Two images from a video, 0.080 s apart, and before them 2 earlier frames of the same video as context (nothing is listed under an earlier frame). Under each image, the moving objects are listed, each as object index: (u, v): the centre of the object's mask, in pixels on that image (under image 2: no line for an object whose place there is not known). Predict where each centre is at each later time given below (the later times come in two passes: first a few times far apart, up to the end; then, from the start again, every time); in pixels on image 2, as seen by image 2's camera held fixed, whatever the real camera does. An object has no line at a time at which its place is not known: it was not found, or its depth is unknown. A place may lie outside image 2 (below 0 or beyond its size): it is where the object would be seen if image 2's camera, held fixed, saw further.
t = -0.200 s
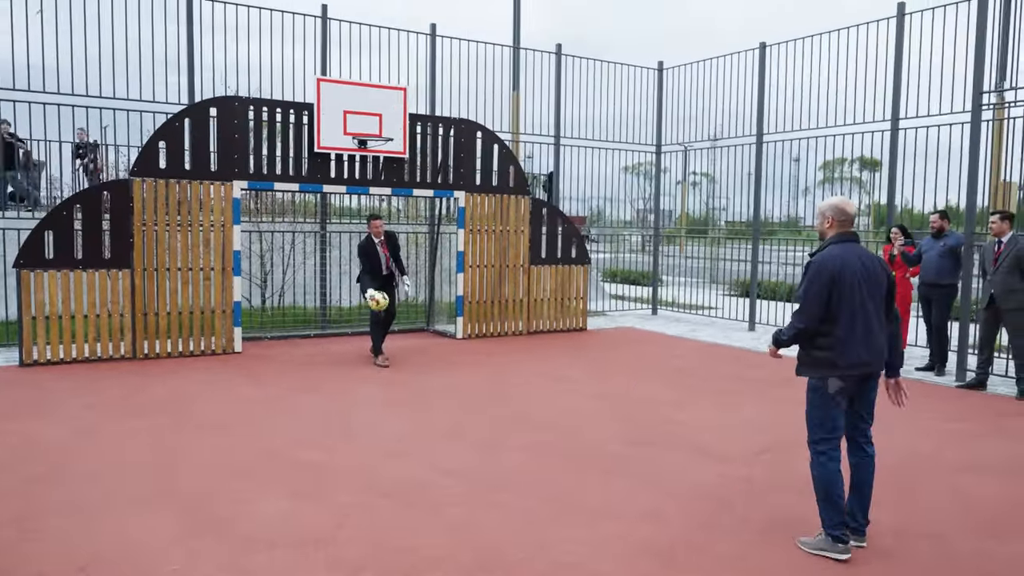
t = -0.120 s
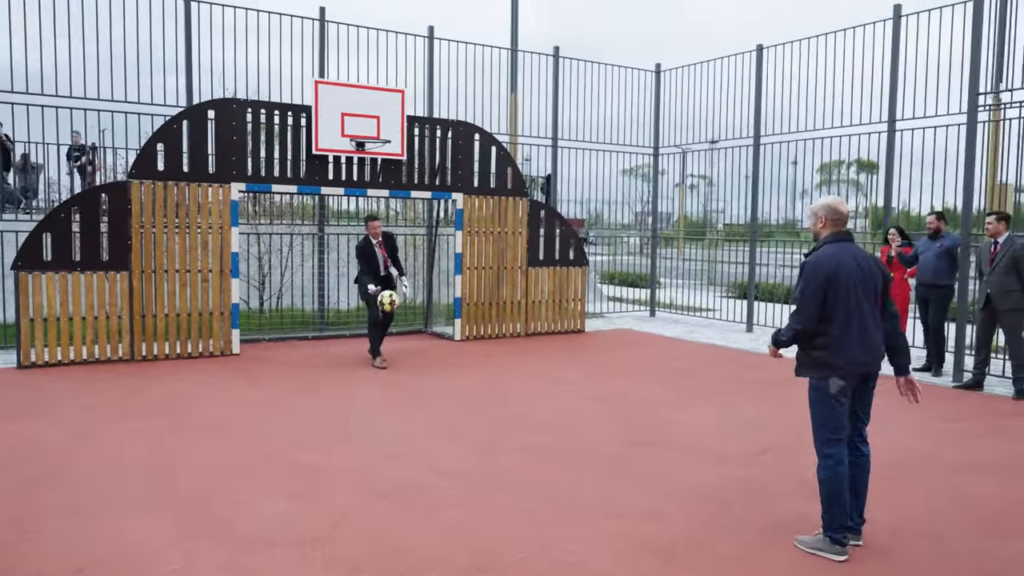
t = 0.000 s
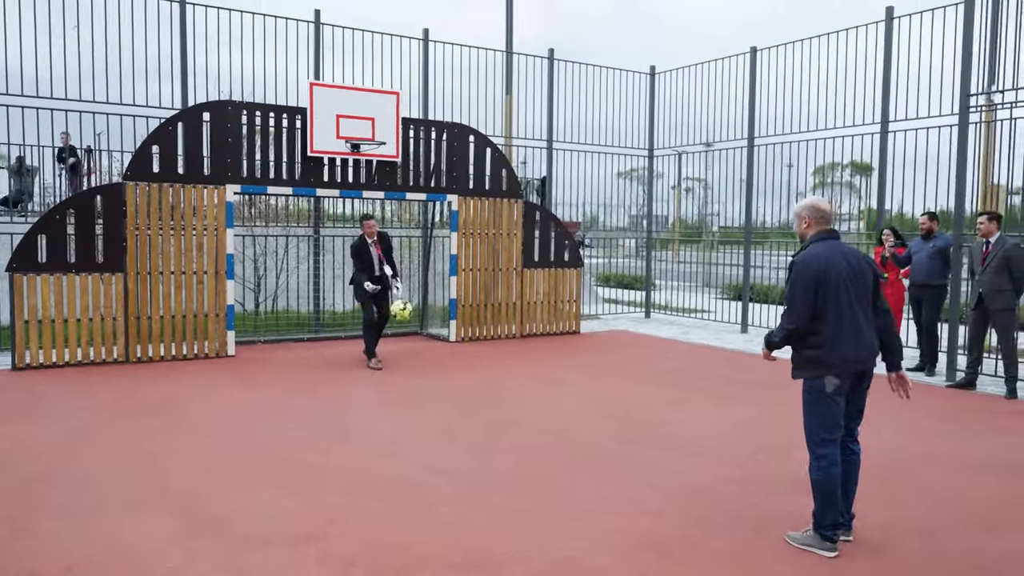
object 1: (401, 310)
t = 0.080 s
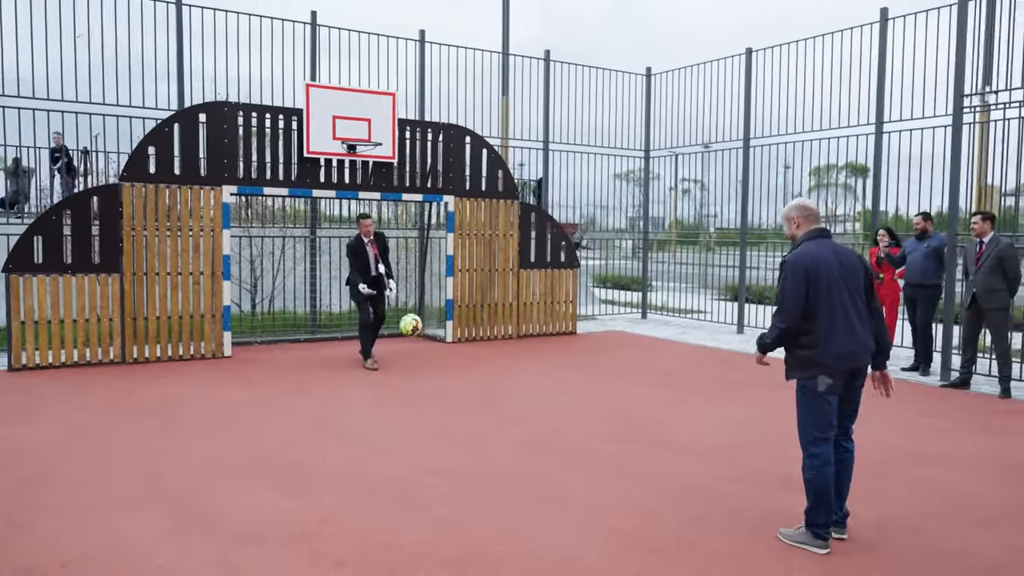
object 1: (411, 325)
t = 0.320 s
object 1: (450, 389)
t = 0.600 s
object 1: (487, 382)
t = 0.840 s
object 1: (527, 412)
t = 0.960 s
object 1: (551, 420)
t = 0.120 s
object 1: (417, 334)
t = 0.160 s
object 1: (424, 345)
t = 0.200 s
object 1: (431, 360)
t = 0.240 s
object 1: (438, 376)
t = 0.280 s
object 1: (446, 394)
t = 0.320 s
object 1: (450, 389)
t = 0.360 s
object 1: (455, 382)
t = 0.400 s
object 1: (460, 378)
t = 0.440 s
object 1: (465, 375)
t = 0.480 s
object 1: (471, 374)
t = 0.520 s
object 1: (476, 375)
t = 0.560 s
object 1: (481, 377)
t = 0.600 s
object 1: (487, 382)
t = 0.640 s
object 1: (494, 389)
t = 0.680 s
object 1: (500, 398)
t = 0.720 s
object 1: (507, 409)
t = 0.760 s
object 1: (514, 418)
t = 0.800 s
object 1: (520, 414)
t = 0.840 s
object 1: (527, 412)
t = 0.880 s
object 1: (535, 412)
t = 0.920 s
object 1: (543, 415)
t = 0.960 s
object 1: (551, 420)
